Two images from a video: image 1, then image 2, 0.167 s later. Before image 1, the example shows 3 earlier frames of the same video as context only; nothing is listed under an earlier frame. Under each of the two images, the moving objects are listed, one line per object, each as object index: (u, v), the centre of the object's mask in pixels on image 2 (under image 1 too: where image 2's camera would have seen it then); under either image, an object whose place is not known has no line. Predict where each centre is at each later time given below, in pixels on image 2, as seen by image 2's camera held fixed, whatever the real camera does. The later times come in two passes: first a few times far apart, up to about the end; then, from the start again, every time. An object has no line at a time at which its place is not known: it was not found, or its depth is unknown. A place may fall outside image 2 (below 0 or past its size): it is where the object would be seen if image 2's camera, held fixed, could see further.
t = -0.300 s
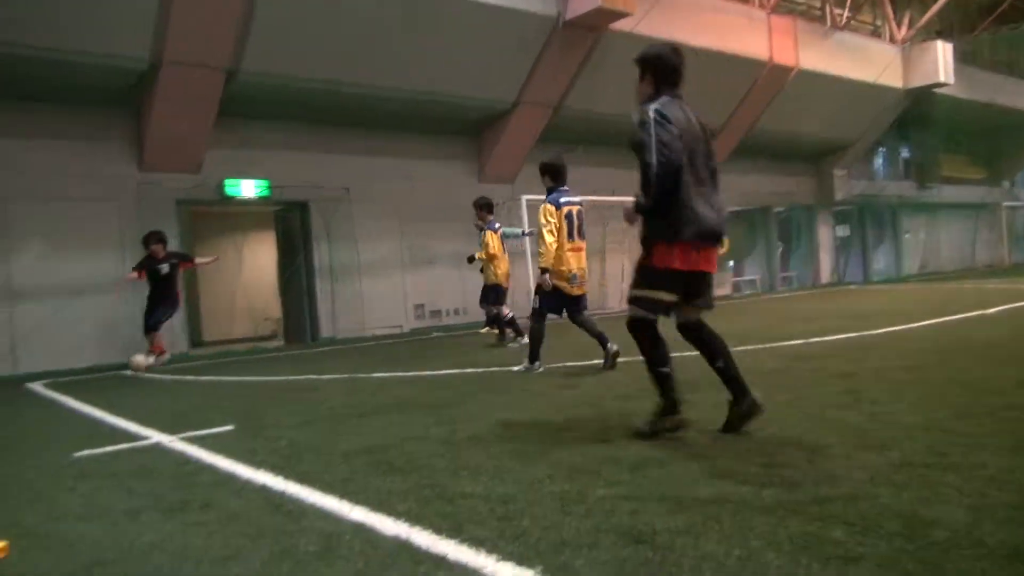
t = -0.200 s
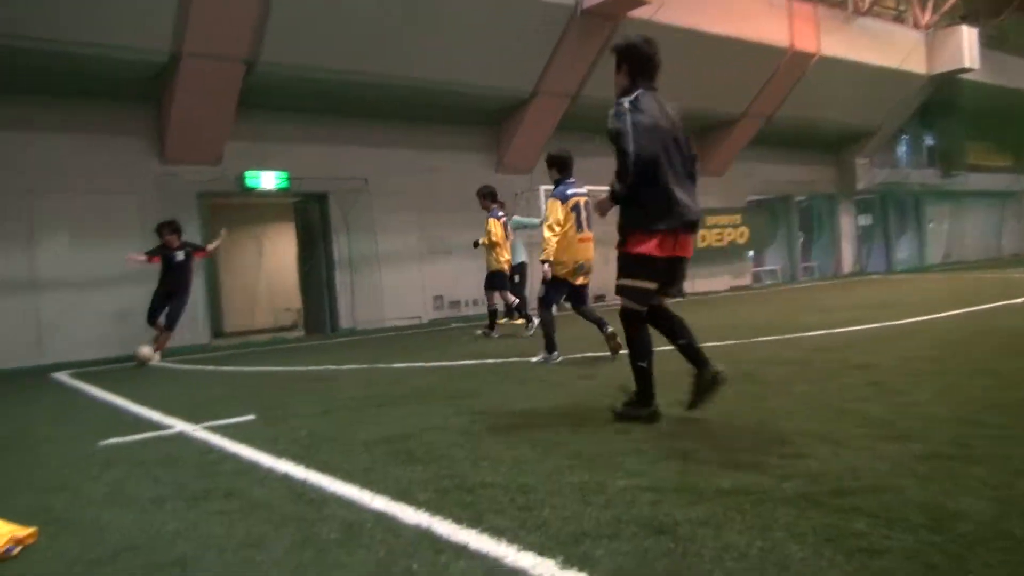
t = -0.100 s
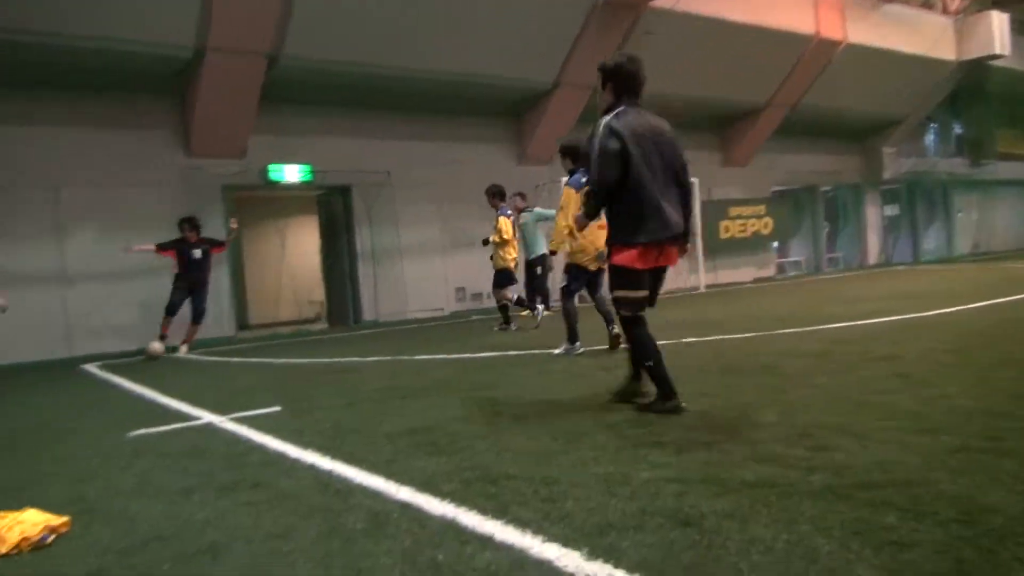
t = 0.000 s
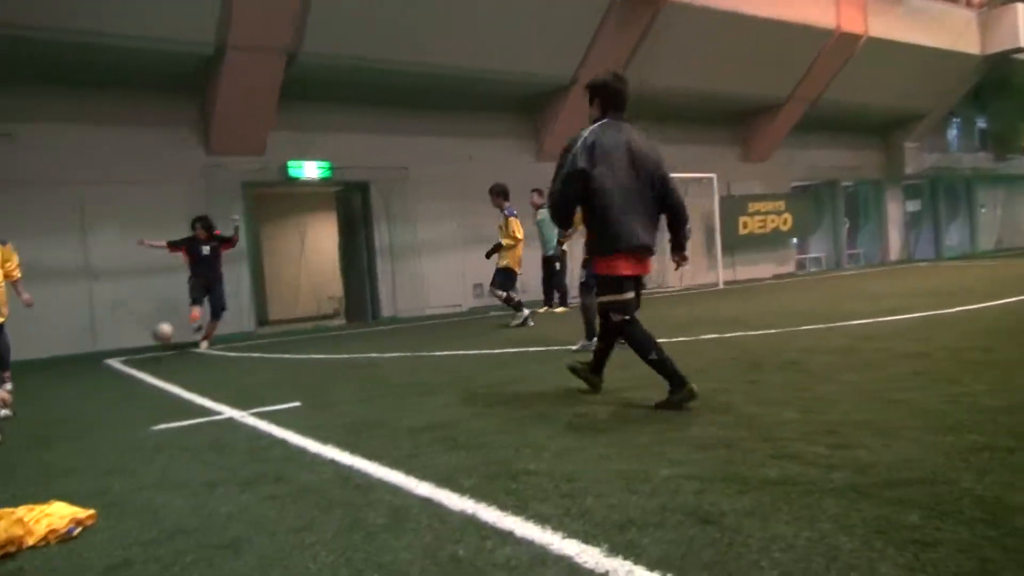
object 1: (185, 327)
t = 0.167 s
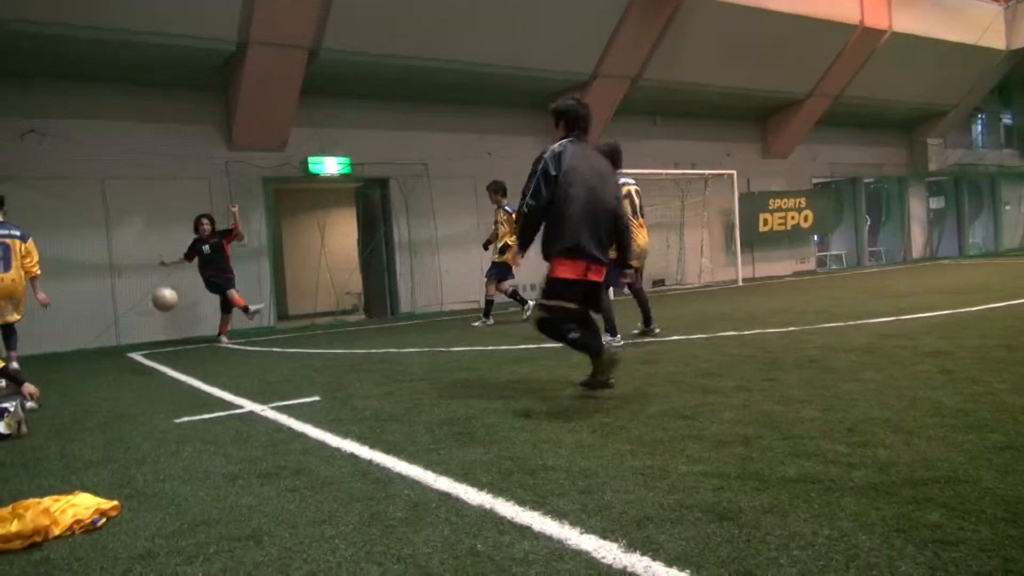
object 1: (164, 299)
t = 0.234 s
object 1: (155, 294)
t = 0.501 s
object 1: (92, 339)
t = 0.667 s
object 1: (14, 470)
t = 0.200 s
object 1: (160, 296)
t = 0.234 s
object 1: (155, 294)
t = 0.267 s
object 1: (149, 293)
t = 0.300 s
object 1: (143, 294)
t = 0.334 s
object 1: (137, 296)
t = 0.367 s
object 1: (130, 301)
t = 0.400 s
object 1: (122, 306)
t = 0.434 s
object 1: (113, 314)
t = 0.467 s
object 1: (103, 325)
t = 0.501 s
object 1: (92, 339)
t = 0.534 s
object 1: (80, 358)
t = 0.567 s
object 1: (65, 381)
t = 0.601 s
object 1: (46, 416)
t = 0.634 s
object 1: (26, 460)
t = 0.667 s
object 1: (14, 470)
